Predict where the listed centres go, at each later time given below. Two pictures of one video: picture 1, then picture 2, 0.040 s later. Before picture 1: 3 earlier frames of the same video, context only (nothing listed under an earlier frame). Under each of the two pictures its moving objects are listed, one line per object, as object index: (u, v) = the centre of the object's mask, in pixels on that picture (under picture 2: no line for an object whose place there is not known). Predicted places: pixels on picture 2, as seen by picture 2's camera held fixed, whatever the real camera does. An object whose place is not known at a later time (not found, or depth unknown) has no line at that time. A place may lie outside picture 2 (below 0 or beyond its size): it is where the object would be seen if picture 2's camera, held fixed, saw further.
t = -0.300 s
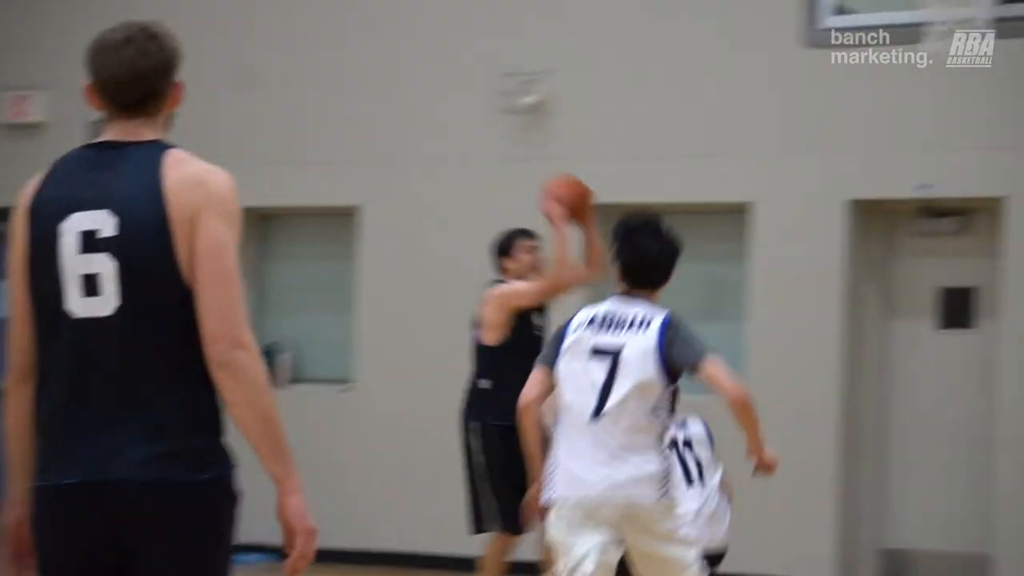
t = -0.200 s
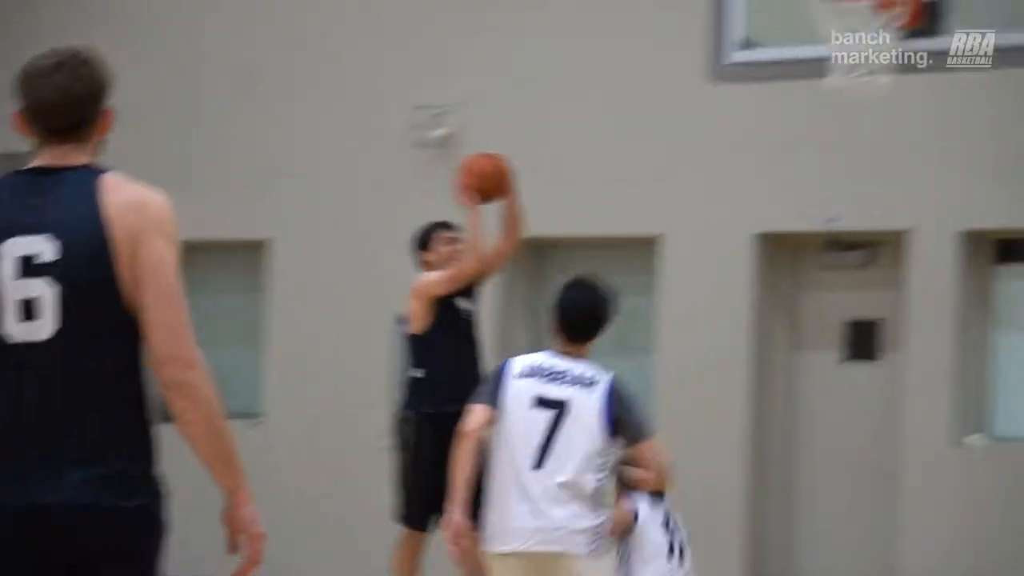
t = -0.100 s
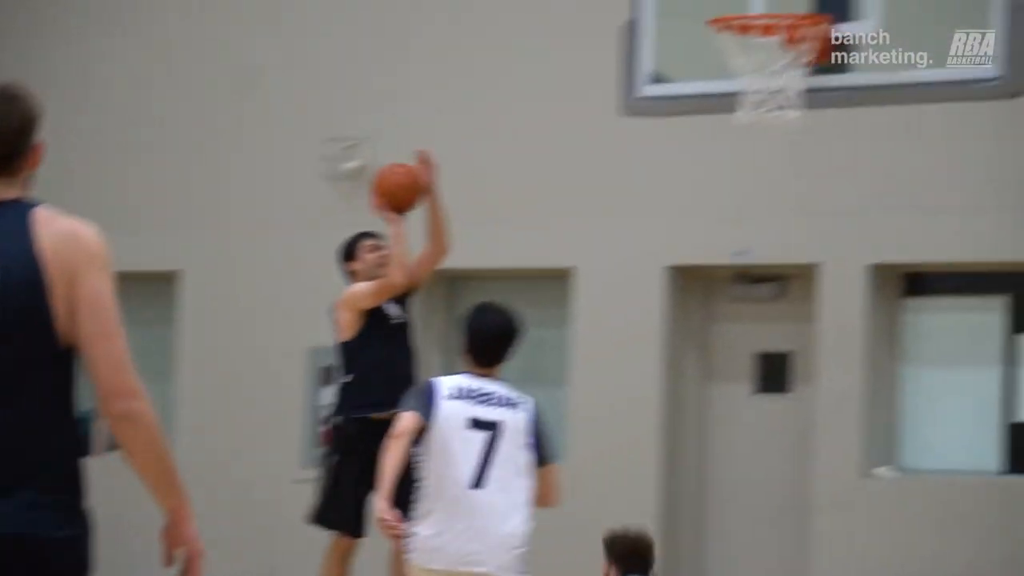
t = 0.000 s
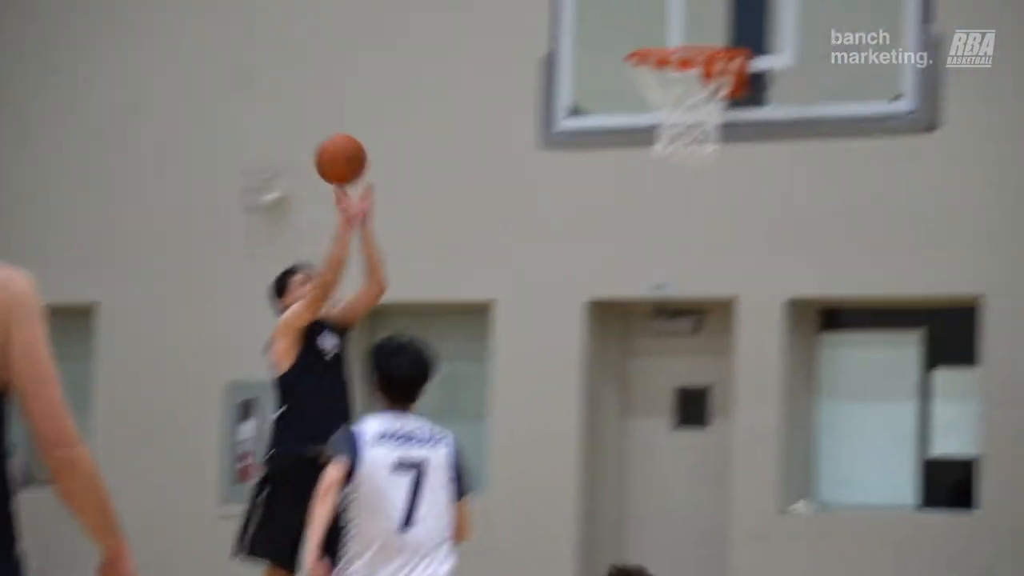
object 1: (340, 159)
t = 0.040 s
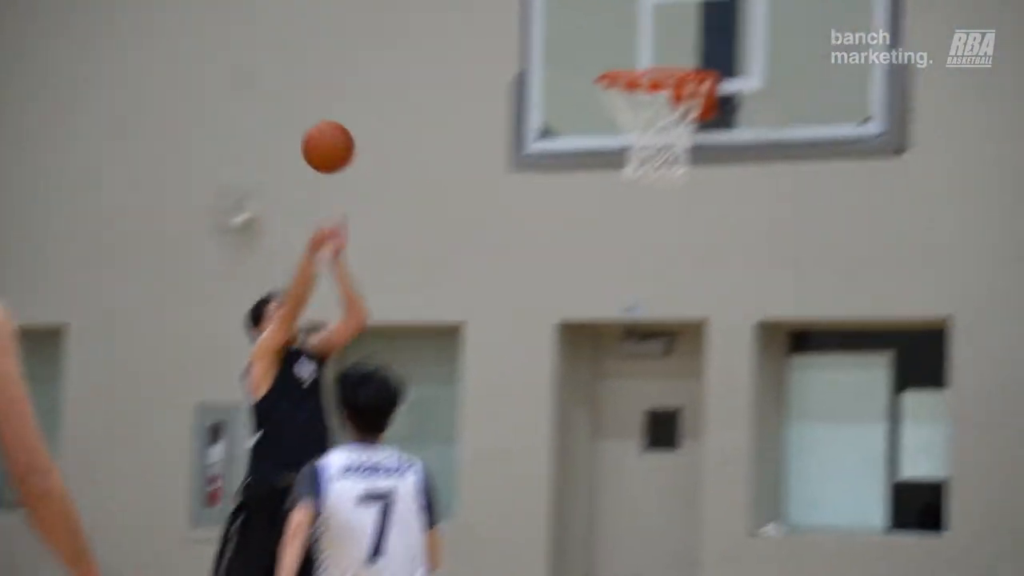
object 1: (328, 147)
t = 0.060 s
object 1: (337, 130)
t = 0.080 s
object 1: (345, 115)
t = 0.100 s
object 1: (354, 100)
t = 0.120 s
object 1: (362, 87)
